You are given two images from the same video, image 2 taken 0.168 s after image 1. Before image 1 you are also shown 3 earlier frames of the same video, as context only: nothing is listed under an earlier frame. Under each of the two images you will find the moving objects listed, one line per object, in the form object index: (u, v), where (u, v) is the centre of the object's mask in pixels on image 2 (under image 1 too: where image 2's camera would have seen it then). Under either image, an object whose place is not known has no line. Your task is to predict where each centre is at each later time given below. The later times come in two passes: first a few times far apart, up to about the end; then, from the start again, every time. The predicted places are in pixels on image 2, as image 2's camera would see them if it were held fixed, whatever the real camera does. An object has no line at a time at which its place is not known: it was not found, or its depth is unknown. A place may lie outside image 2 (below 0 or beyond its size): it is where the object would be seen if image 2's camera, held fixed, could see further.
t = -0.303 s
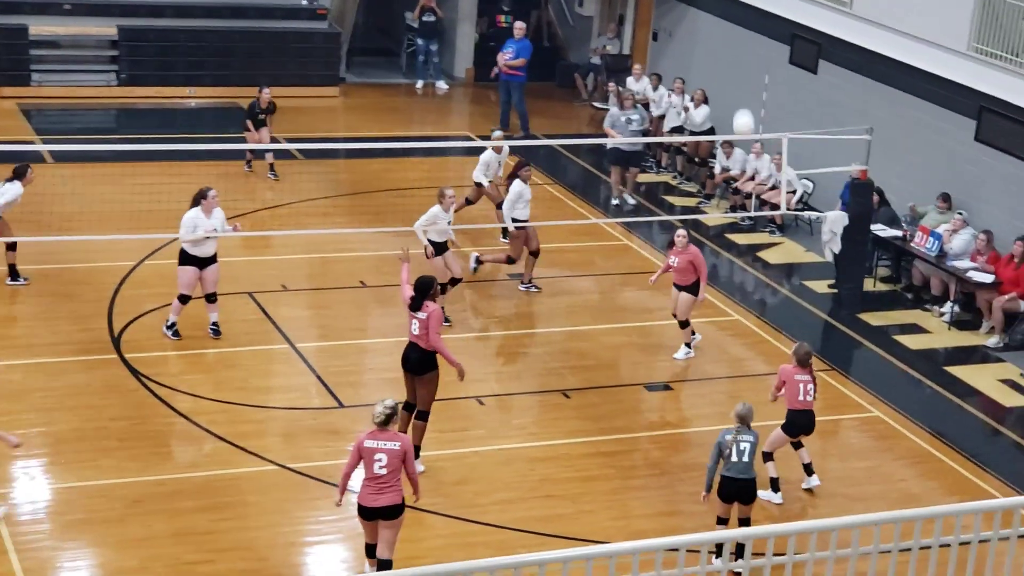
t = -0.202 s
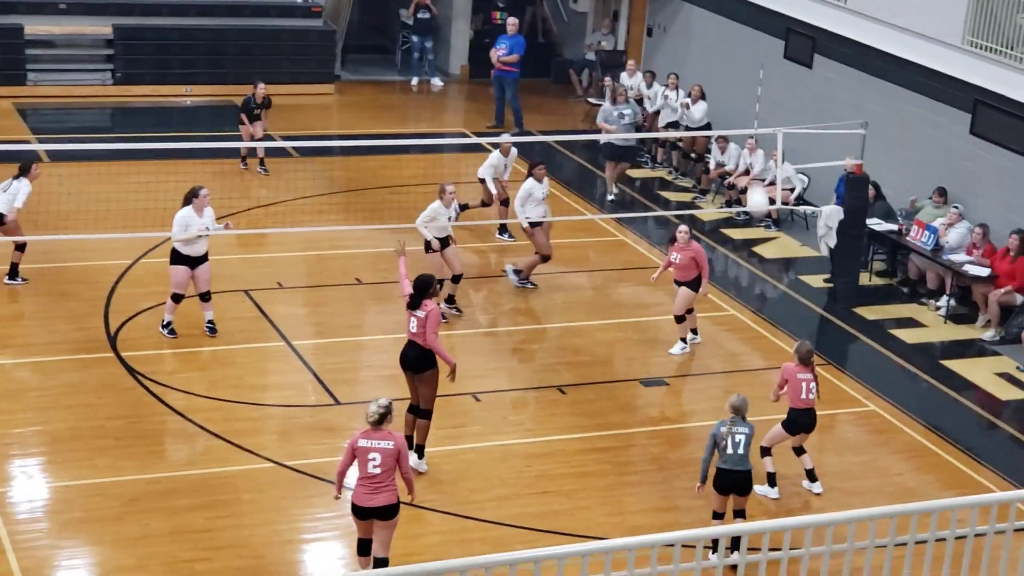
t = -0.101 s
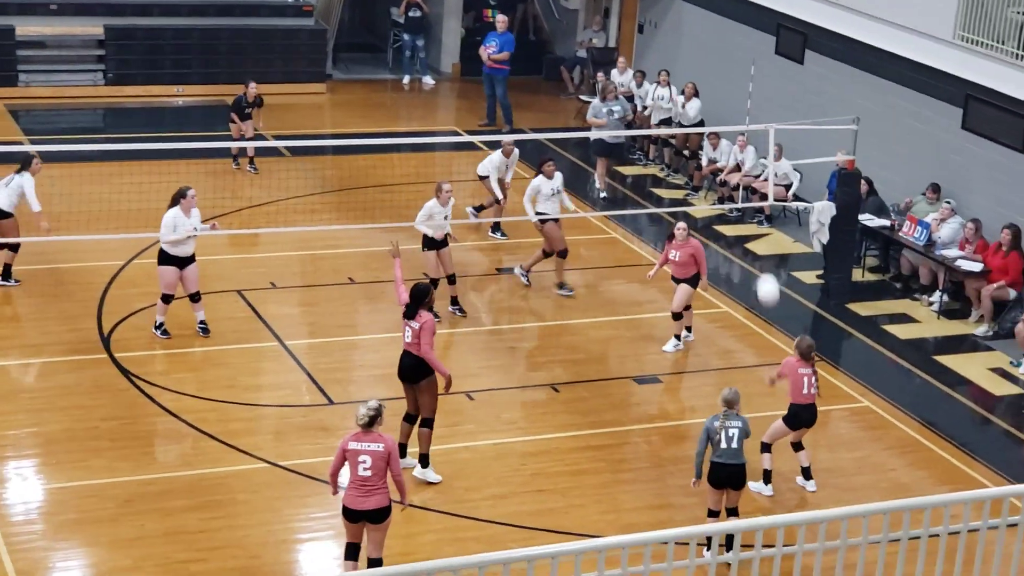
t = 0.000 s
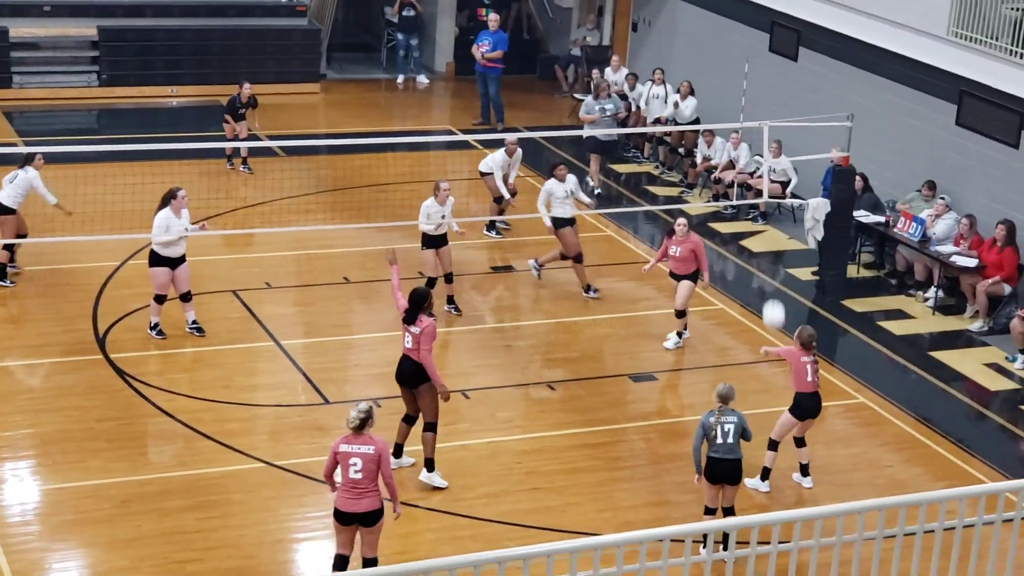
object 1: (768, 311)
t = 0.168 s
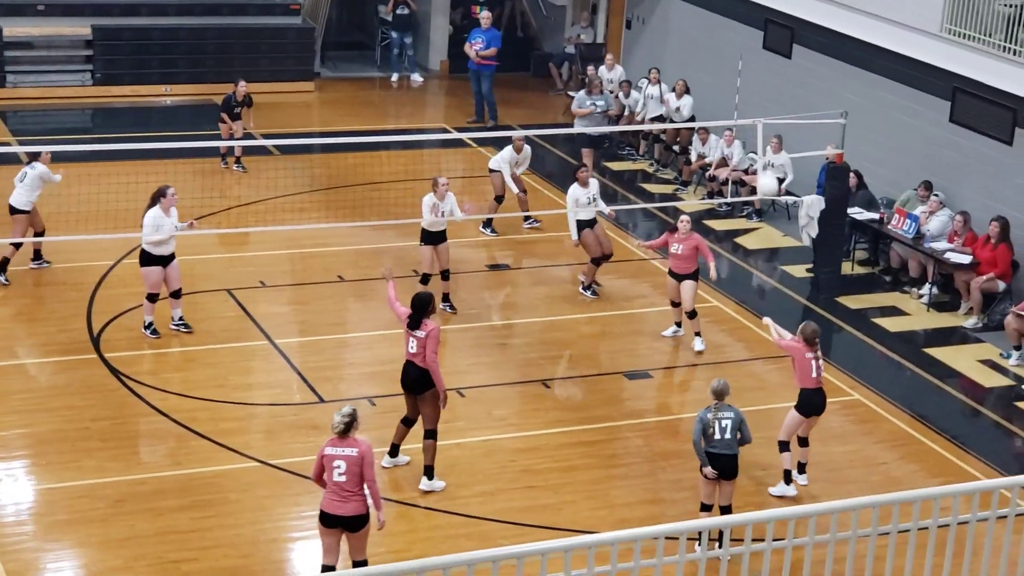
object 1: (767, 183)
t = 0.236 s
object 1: (766, 139)
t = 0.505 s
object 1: (753, 12)
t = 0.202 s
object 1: (766, 161)
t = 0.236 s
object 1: (766, 139)
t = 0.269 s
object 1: (764, 119)
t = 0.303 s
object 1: (763, 101)
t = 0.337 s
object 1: (762, 83)
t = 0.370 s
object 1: (761, 66)
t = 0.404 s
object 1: (759, 50)
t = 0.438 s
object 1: (757, 36)
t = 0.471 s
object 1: (755, 23)
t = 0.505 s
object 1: (753, 12)
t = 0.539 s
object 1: (751, 6)
